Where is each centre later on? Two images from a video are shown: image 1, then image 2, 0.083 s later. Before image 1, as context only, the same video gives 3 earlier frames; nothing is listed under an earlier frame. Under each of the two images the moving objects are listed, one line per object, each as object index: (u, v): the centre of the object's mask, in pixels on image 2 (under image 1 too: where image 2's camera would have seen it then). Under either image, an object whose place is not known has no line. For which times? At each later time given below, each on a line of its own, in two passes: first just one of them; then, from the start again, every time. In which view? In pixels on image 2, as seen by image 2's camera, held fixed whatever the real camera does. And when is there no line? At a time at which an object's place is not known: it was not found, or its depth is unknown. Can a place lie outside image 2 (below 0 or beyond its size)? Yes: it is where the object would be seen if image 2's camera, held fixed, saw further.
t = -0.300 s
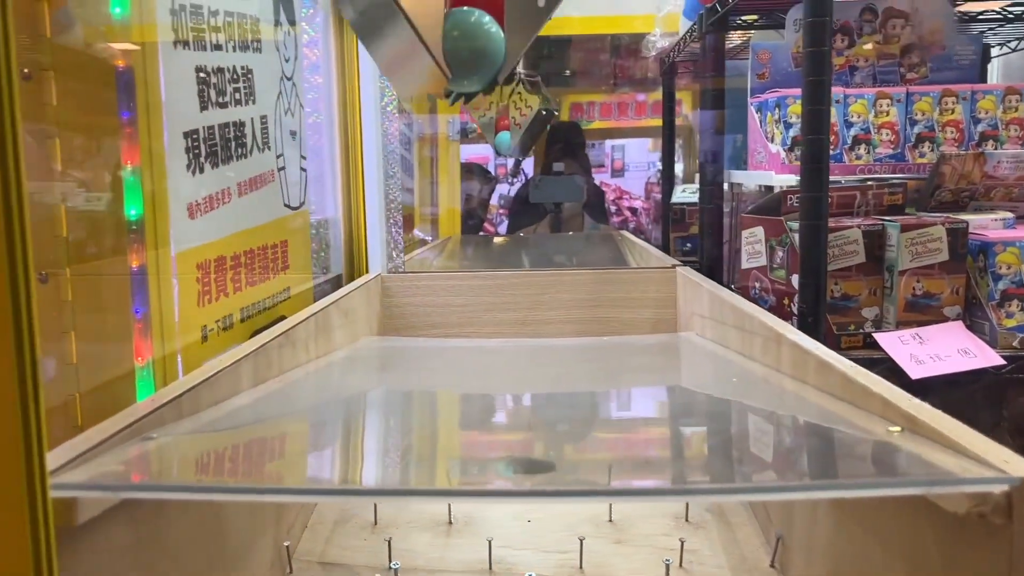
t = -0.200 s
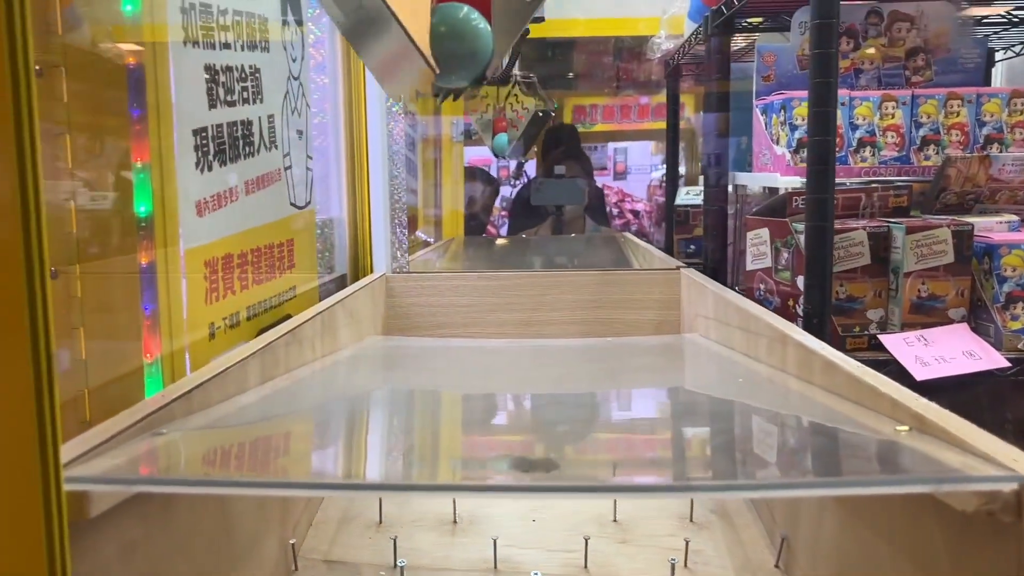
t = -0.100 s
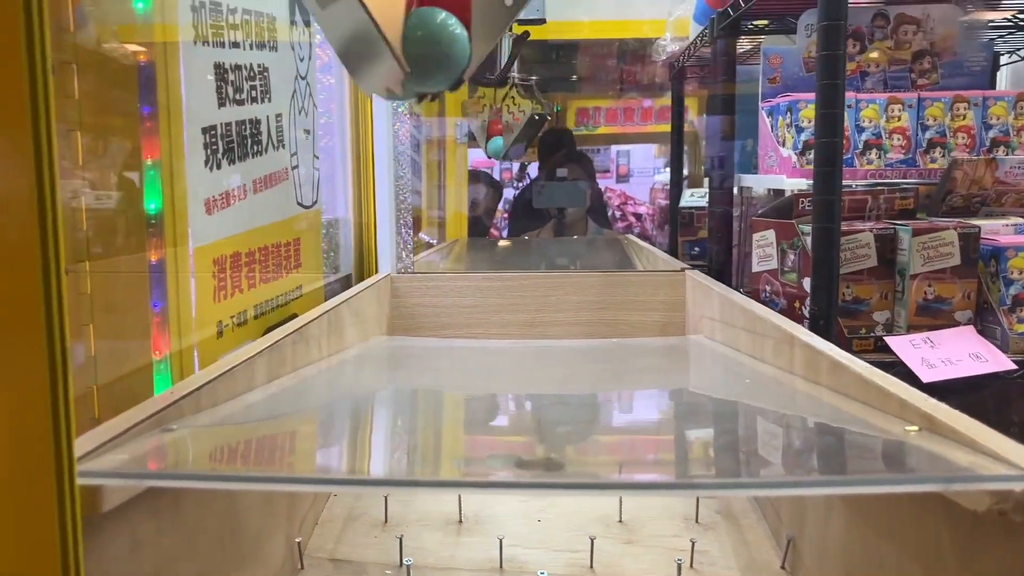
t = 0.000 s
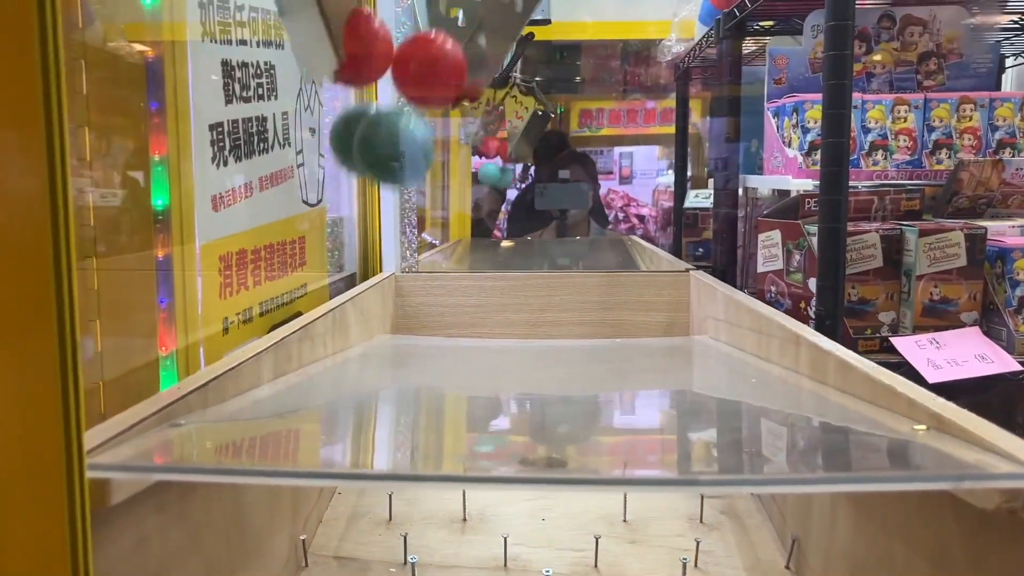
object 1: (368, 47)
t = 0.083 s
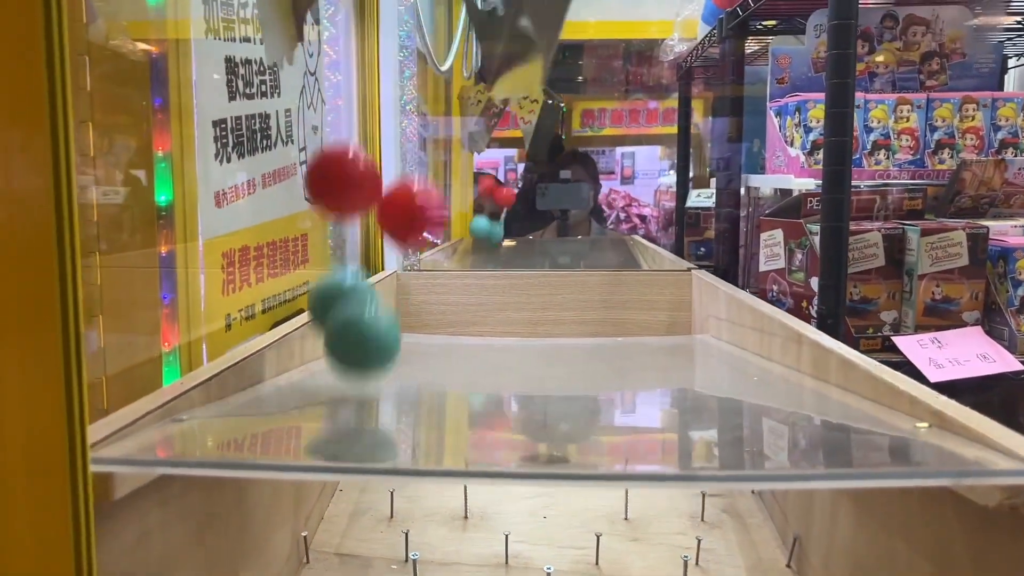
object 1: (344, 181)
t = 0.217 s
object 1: (278, 346)
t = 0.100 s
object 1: (342, 220)
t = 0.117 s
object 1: (338, 261)
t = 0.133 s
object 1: (331, 286)
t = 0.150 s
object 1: (322, 296)
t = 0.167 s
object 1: (313, 302)
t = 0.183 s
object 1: (302, 312)
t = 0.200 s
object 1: (290, 325)
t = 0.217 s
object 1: (278, 346)
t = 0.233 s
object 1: (276, 340)
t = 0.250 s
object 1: (276, 333)
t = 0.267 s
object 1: (275, 331)
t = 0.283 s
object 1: (275, 329)
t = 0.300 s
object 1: (276, 329)
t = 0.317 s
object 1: (275, 333)
